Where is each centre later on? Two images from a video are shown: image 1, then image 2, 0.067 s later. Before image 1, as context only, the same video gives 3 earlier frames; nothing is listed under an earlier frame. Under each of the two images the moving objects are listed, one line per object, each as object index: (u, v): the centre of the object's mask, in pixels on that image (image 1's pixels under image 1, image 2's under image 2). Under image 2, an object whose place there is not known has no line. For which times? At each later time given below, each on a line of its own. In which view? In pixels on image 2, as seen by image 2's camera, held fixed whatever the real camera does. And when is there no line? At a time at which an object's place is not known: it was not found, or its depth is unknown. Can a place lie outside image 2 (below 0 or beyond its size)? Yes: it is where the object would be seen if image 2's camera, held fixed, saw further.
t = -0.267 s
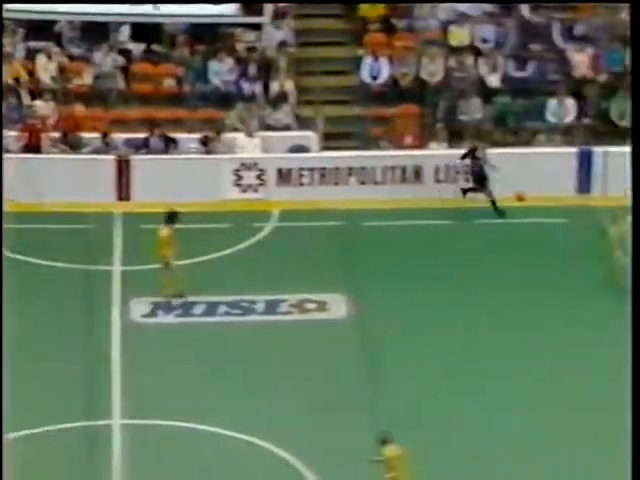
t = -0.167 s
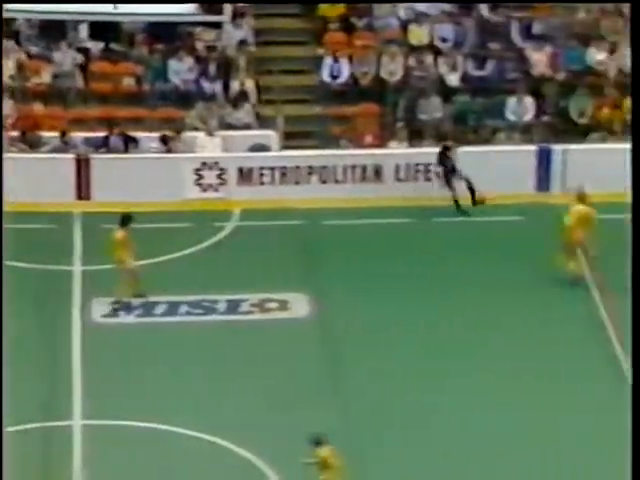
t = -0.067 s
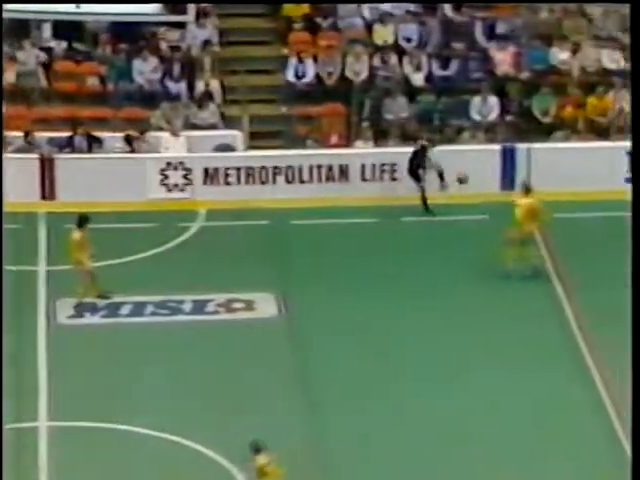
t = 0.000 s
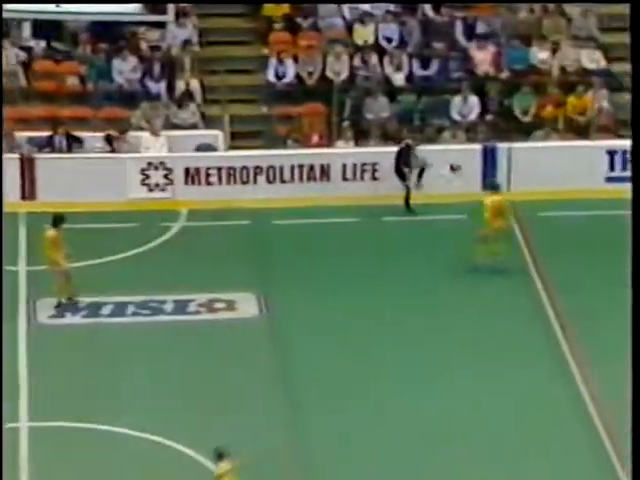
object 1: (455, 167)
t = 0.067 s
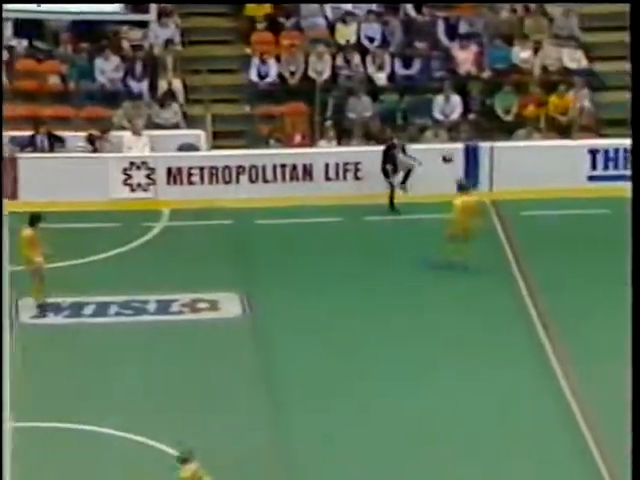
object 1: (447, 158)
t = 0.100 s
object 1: (452, 154)
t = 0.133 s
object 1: (458, 150)
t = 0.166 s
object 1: (464, 149)
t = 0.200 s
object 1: (469, 146)
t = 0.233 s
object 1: (472, 146)
